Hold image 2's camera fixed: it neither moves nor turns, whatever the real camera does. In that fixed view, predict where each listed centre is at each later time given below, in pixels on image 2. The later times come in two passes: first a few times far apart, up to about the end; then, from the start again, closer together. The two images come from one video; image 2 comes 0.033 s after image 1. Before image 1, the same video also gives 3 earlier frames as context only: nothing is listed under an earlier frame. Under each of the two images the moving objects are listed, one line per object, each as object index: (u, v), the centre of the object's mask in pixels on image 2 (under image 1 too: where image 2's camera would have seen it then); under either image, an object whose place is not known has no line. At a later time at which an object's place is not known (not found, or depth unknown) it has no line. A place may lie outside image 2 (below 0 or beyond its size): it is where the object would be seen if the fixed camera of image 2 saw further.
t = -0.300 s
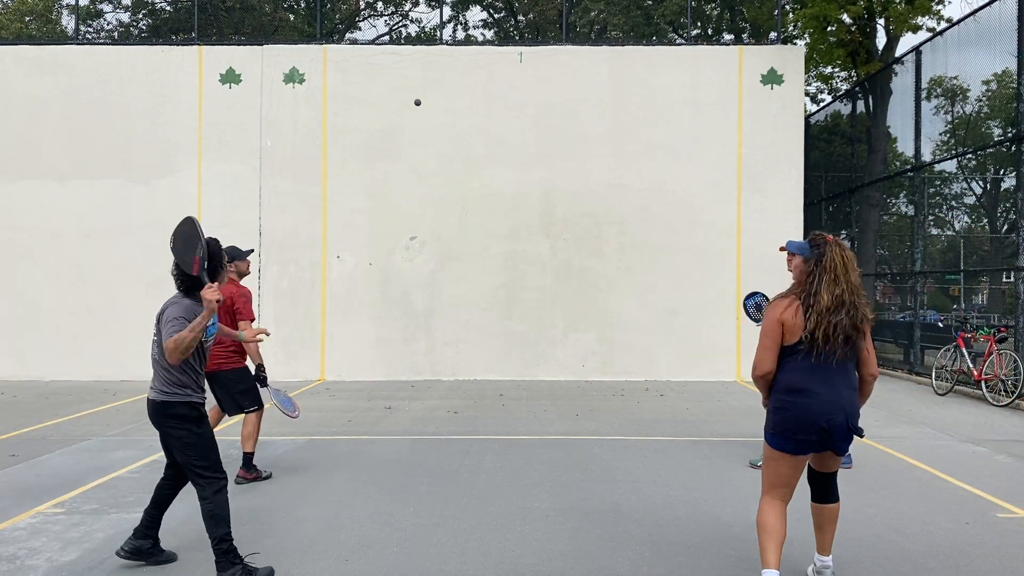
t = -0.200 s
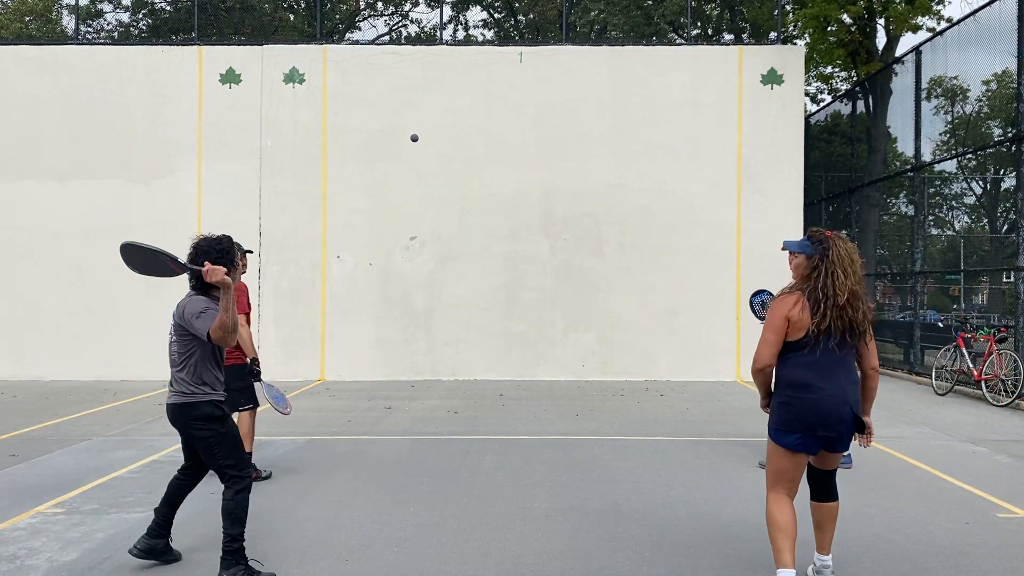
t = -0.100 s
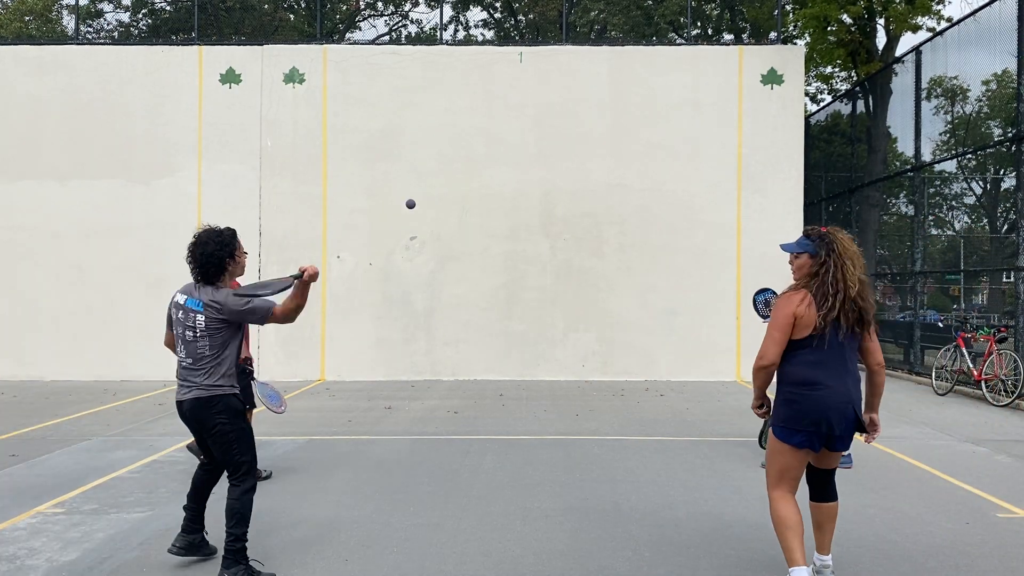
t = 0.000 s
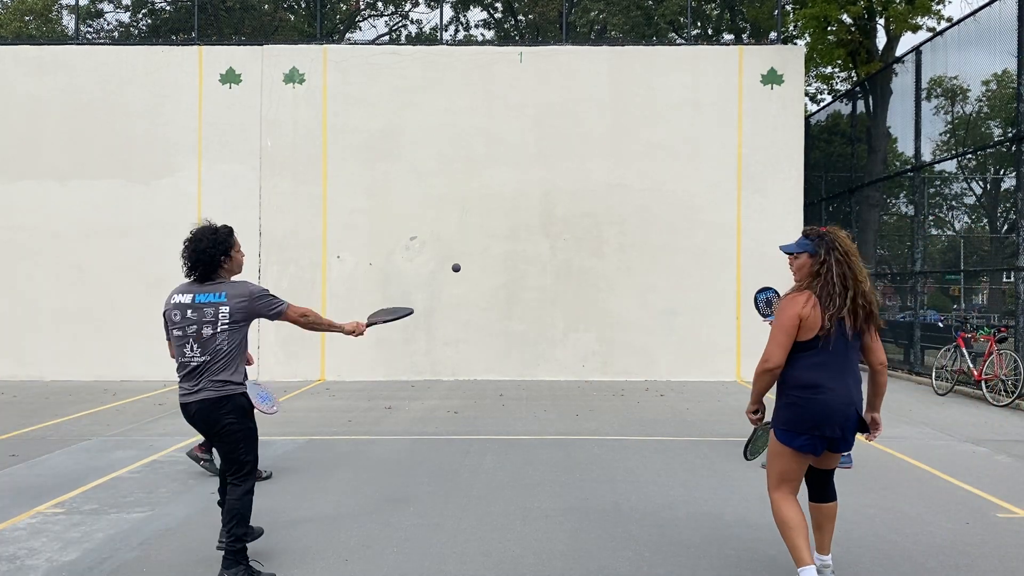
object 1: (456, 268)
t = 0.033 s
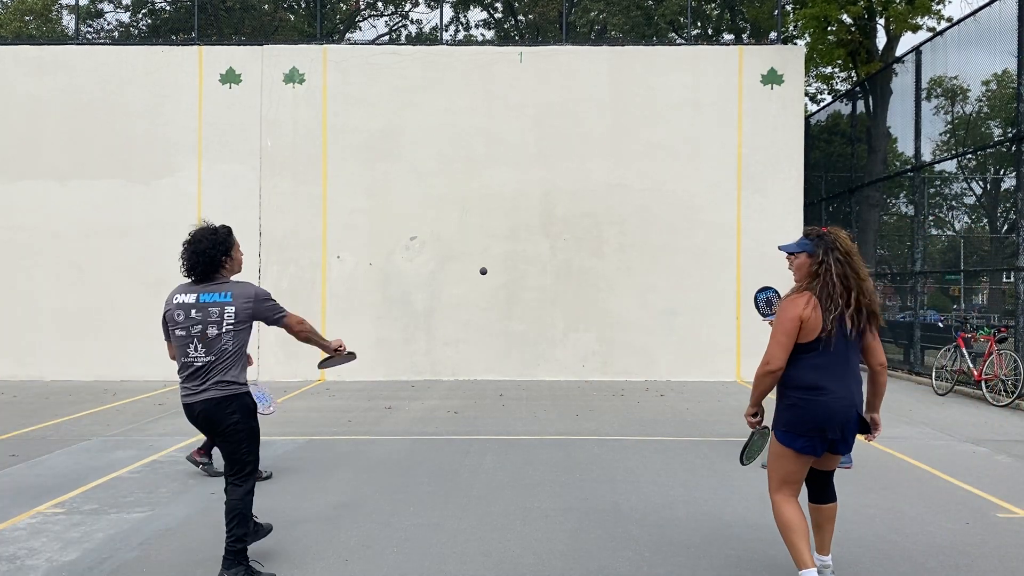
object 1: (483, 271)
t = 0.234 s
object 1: (562, 297)
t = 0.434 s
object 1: (599, 333)
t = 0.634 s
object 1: (648, 409)
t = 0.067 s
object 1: (504, 275)
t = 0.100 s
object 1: (520, 279)
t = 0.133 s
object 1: (533, 283)
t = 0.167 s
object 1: (544, 288)
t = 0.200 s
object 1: (554, 293)
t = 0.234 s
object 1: (562, 297)
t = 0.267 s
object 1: (569, 302)
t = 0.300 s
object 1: (575, 307)
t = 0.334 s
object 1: (580, 312)
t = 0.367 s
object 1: (586, 317)
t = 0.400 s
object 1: (592, 324)
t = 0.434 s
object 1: (599, 333)
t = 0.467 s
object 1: (606, 343)
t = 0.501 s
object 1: (613, 355)
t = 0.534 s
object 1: (621, 368)
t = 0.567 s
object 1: (630, 383)
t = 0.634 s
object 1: (648, 409)
